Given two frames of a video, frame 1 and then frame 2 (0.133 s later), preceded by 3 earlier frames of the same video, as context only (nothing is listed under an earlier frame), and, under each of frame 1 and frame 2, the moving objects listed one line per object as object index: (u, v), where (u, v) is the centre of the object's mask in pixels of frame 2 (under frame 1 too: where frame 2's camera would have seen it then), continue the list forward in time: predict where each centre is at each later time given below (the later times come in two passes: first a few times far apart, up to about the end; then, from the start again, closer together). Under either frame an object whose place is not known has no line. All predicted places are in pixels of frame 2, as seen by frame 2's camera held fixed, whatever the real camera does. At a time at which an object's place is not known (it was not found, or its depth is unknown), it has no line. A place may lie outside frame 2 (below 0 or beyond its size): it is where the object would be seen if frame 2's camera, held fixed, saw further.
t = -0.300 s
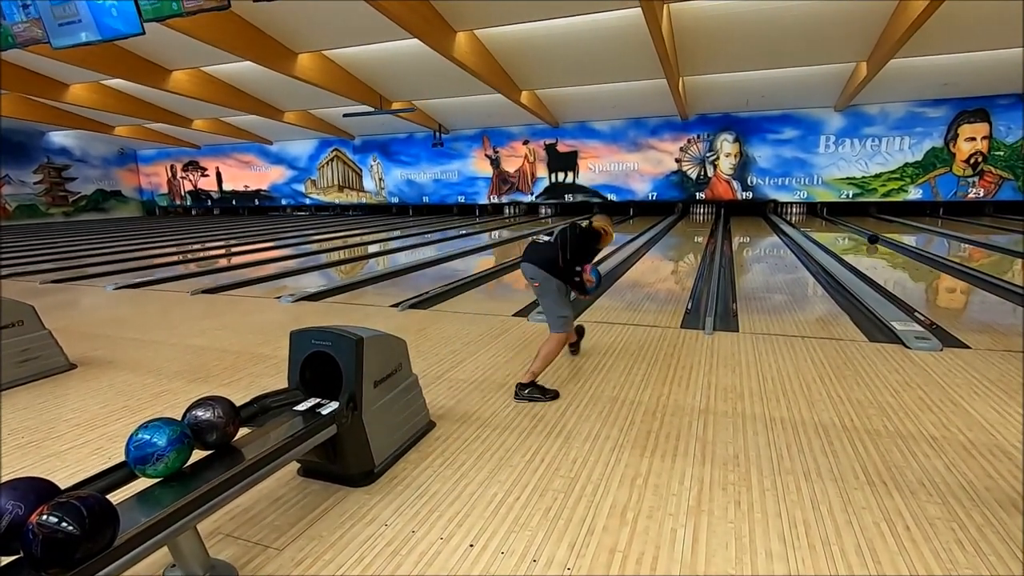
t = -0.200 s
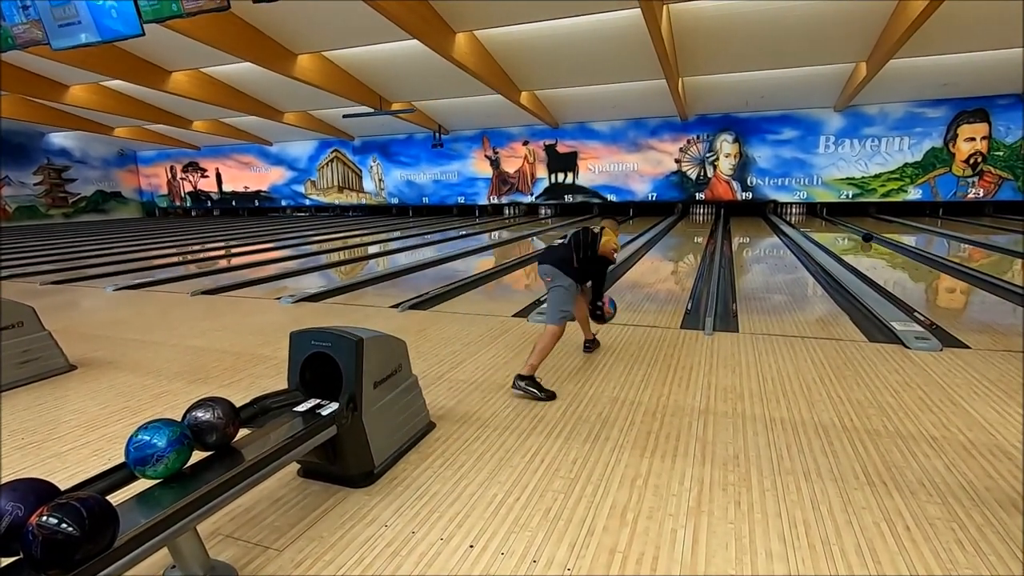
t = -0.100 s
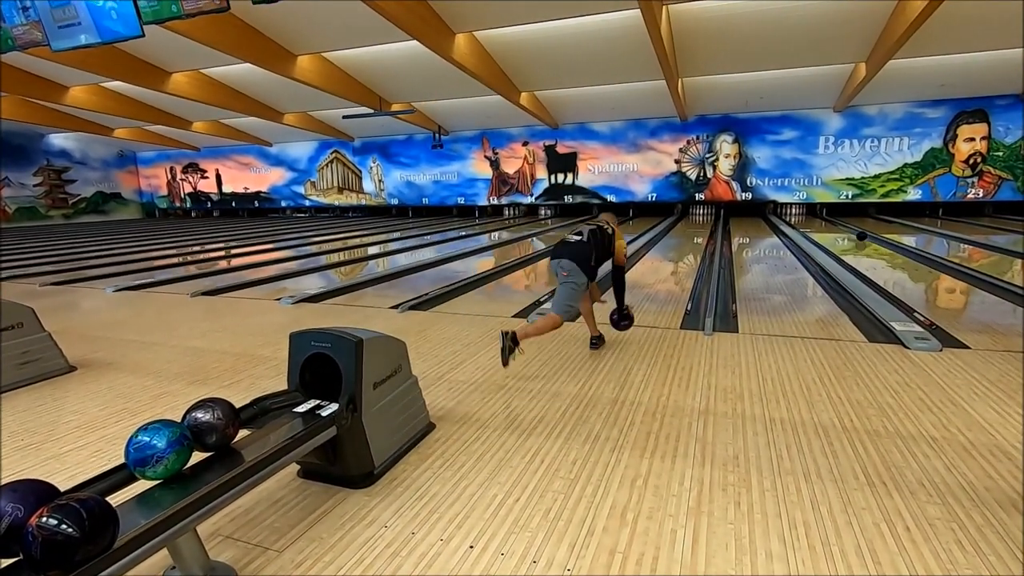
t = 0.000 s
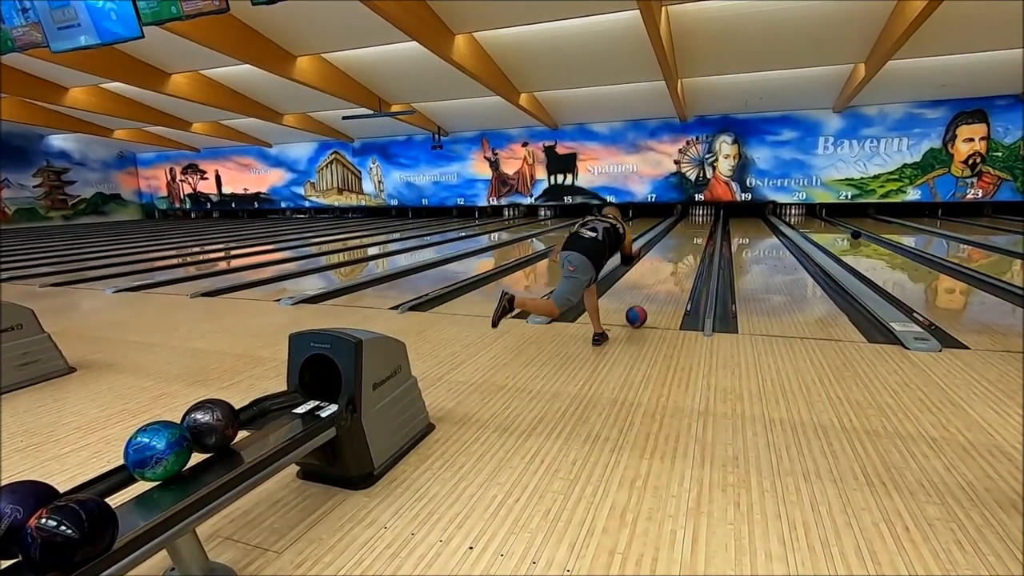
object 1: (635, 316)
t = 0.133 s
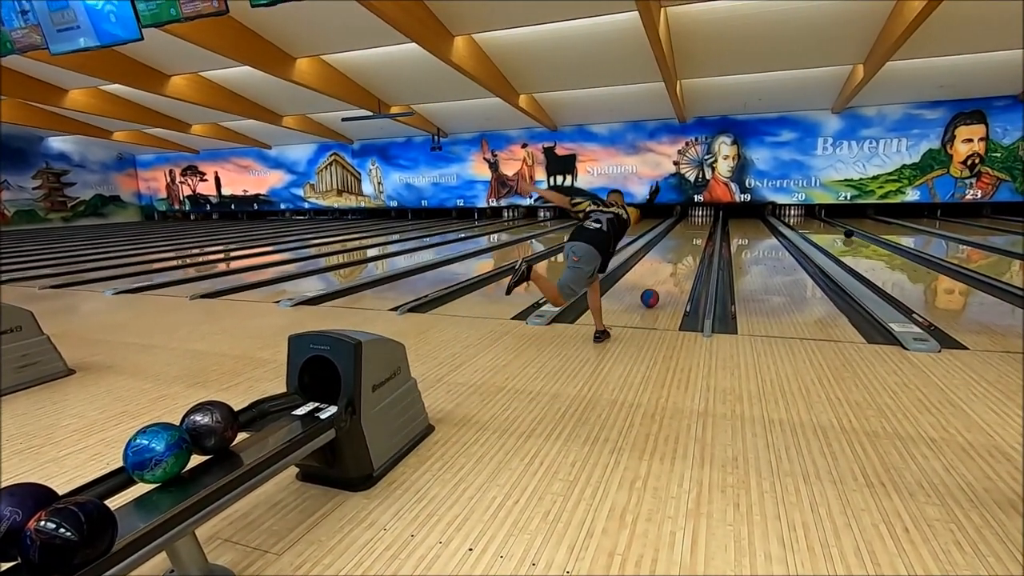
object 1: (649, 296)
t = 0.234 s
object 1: (657, 286)
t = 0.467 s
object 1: (671, 267)
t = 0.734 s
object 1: (682, 252)
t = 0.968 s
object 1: (688, 243)
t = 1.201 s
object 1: (693, 237)
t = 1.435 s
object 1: (697, 231)
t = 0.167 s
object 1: (652, 292)
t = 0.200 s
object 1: (655, 289)
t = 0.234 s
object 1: (657, 286)
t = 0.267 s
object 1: (660, 283)
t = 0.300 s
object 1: (662, 280)
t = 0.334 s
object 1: (664, 277)
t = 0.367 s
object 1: (666, 274)
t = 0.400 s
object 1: (668, 272)
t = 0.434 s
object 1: (670, 269)
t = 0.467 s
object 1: (671, 267)
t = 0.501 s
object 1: (673, 265)
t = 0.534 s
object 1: (674, 263)
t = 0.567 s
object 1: (676, 261)
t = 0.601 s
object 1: (677, 259)
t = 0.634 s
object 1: (678, 257)
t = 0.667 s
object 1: (679, 256)
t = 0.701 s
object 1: (681, 254)
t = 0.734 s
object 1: (682, 252)
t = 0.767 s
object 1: (683, 251)
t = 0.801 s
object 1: (684, 249)
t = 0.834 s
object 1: (685, 248)
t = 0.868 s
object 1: (686, 247)
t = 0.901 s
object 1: (687, 245)
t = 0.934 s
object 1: (687, 244)
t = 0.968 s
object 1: (688, 243)
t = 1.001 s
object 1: (689, 242)
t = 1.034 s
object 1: (690, 241)
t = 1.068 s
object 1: (690, 240)
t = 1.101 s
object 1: (691, 239)
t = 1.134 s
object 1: (691, 238)
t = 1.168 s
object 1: (692, 237)
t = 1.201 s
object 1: (693, 237)
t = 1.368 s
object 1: (695, 232)
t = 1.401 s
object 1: (696, 231)
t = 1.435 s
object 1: (697, 231)
